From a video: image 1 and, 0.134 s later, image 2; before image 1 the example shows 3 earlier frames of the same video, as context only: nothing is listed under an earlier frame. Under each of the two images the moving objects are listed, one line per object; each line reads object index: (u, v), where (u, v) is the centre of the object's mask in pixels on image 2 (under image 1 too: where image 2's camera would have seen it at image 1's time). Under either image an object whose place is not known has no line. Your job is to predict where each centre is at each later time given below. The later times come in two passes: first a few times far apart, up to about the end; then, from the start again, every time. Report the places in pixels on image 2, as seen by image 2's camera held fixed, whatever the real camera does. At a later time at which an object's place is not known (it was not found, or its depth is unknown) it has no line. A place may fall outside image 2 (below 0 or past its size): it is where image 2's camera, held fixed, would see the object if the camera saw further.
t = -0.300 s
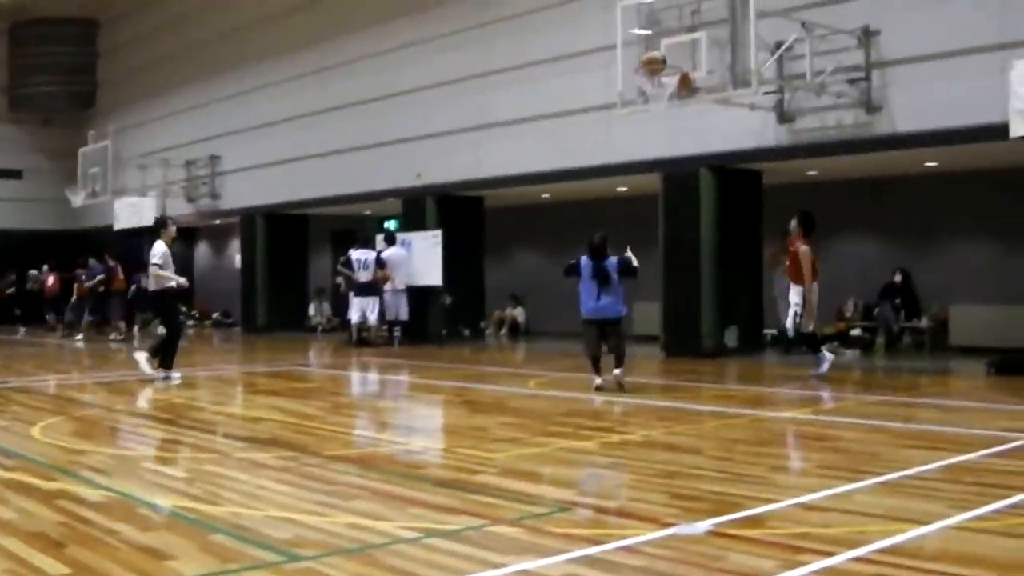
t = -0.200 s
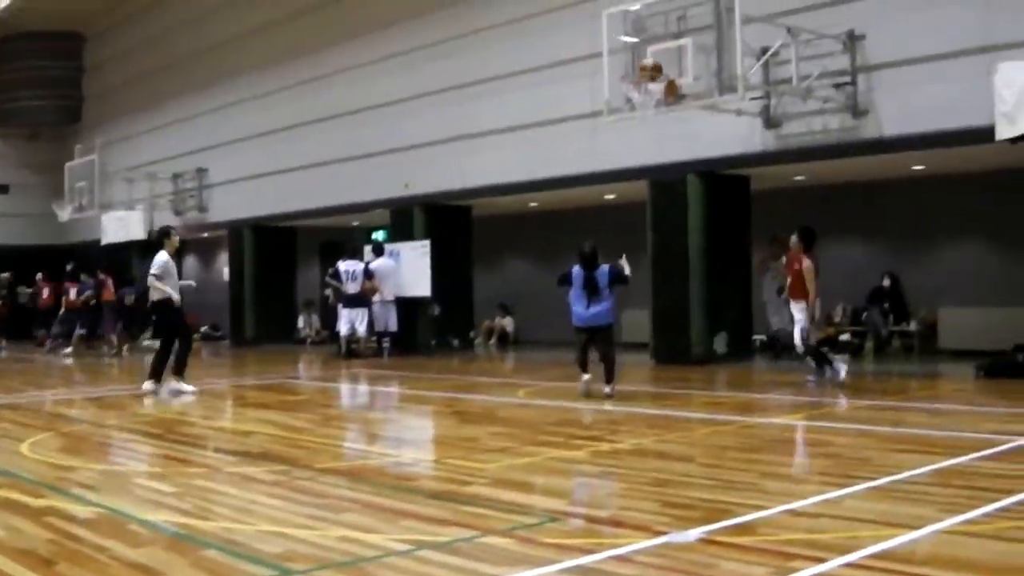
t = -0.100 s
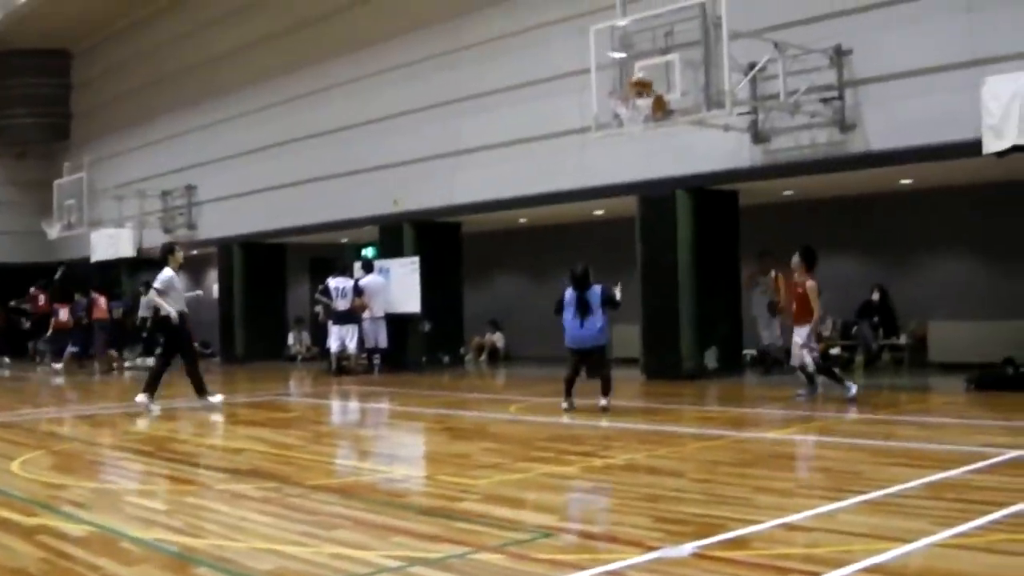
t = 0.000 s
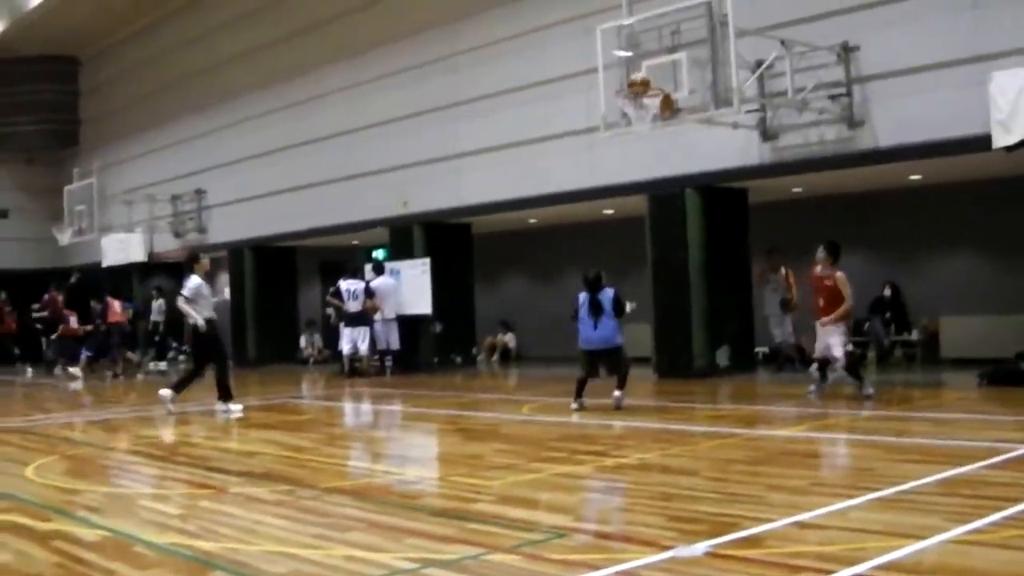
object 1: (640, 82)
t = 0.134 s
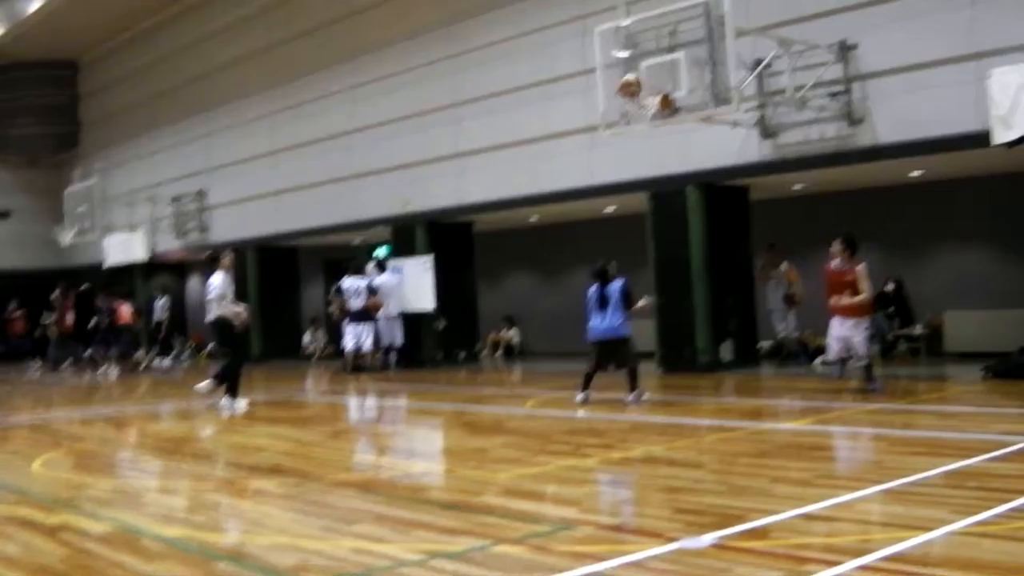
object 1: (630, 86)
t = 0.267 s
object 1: (636, 95)
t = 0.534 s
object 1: (652, 119)
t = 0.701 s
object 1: (650, 148)
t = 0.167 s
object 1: (631, 87)
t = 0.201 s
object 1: (632, 88)
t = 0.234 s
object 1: (632, 90)
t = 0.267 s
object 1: (636, 95)
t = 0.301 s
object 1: (640, 100)
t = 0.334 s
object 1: (644, 104)
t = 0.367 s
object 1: (645, 107)
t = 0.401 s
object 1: (649, 113)
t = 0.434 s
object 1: (651, 115)
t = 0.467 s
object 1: (652, 115)
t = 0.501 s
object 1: (653, 117)
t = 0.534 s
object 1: (652, 119)
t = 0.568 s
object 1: (652, 121)
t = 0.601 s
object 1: (652, 128)
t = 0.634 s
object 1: (651, 133)
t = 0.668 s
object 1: (650, 140)
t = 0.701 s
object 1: (650, 148)
